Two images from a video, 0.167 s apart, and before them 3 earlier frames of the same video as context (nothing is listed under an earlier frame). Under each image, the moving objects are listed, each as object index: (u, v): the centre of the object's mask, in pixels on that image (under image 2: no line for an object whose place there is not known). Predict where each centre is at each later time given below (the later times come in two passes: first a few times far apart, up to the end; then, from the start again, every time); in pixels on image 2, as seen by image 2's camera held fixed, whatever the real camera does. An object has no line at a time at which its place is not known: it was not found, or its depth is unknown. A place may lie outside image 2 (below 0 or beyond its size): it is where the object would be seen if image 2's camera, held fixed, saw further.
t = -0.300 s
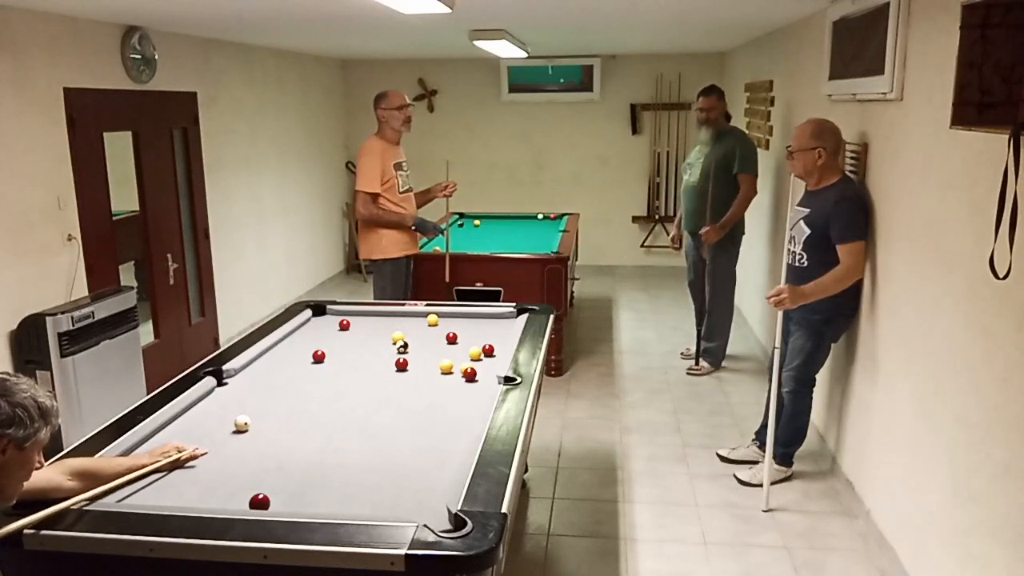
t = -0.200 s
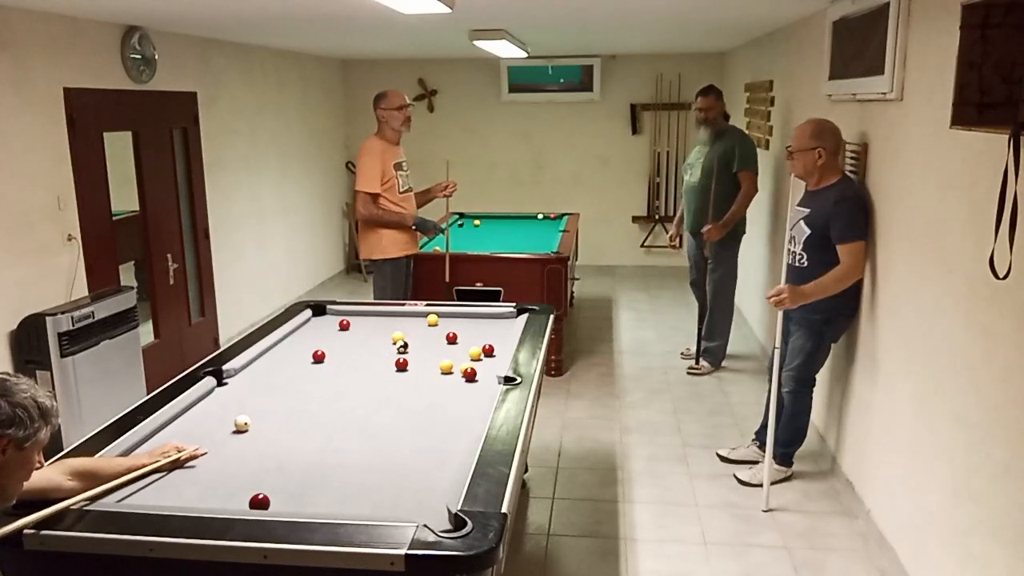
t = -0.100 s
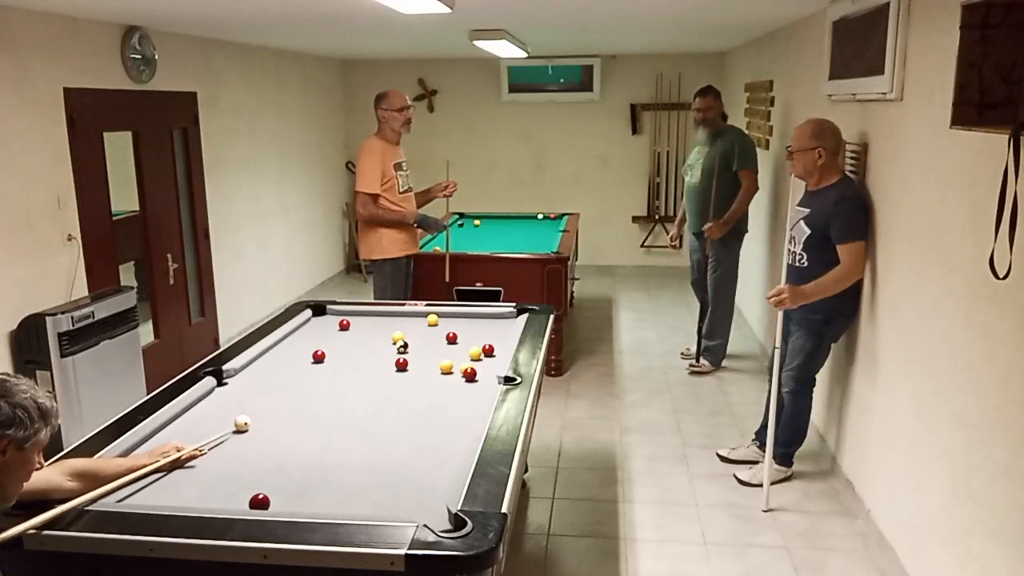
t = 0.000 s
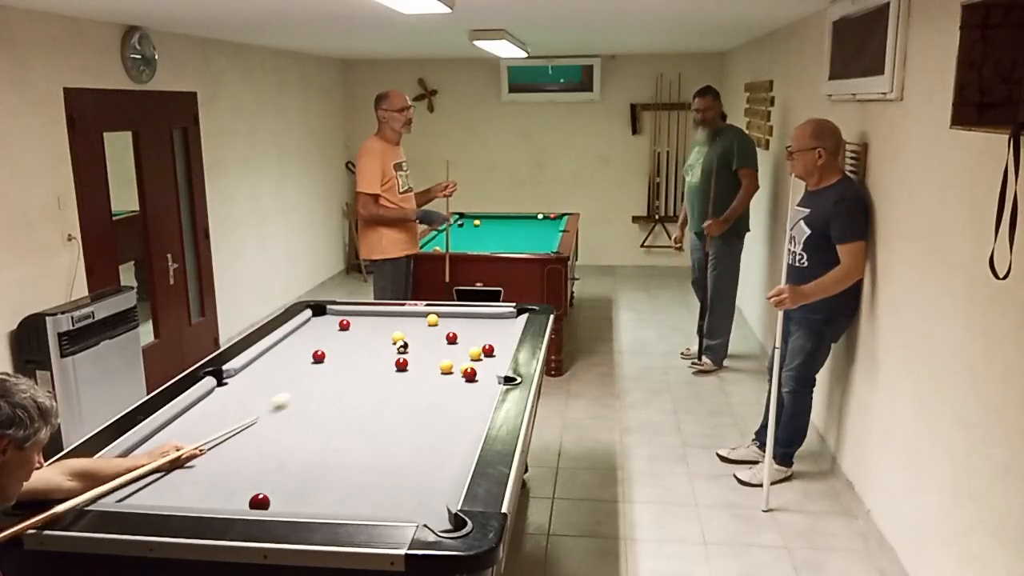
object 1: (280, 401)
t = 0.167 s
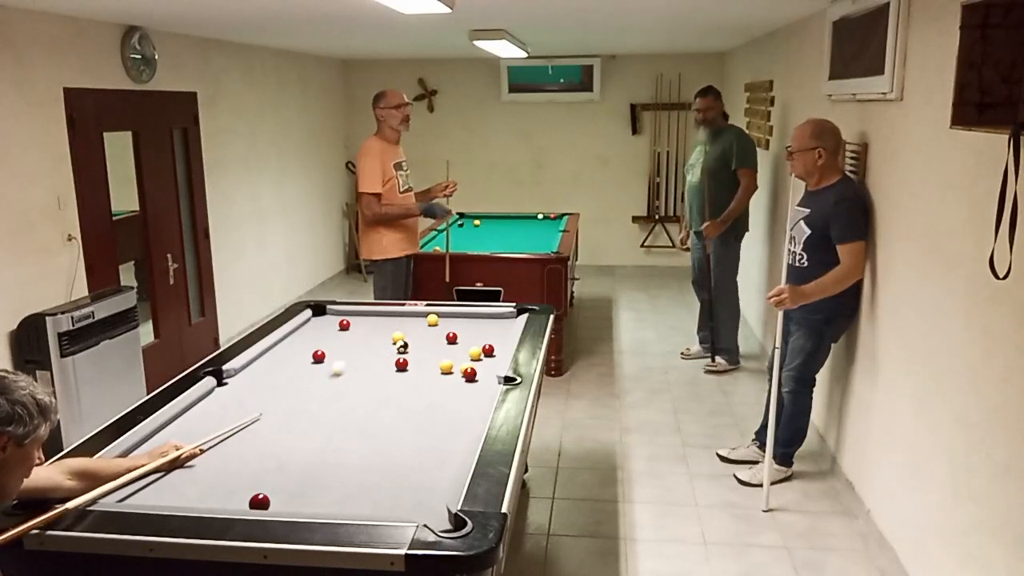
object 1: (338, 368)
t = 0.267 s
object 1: (360, 355)
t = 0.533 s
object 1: (378, 334)
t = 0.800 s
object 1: (369, 323)
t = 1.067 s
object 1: (361, 313)
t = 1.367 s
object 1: (339, 319)
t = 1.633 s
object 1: (321, 325)
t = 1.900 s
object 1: (302, 331)
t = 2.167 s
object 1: (291, 336)
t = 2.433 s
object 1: (291, 340)
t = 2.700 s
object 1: (290, 343)
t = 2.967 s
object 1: (290, 345)
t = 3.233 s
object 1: (290, 347)
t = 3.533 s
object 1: (290, 348)
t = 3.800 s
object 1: (290, 348)
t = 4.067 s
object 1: (290, 348)
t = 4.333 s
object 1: (290, 348)
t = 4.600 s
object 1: (290, 348)
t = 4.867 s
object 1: (290, 348)
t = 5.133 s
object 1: (290, 348)
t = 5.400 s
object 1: (290, 348)
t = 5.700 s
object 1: (290, 348)
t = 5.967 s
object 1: (290, 348)
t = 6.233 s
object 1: (290, 348)
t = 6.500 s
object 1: (290, 348)
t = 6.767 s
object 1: (290, 348)
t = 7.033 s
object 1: (290, 348)
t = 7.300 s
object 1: (290, 348)
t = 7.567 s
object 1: (290, 348)
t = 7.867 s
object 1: (290, 348)
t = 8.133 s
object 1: (290, 348)
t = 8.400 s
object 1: (290, 348)
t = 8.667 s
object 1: (290, 348)
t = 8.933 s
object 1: (290, 348)
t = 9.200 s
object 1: (290, 348)
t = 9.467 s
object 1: (290, 348)
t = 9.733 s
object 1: (290, 348)
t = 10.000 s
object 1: (290, 348)
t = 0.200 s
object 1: (346, 363)
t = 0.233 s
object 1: (353, 359)
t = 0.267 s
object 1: (360, 355)
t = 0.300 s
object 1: (366, 351)
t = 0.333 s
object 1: (373, 348)
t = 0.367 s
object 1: (379, 345)
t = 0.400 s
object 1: (385, 341)
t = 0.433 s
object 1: (385, 339)
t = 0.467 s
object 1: (382, 338)
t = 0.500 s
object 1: (380, 336)
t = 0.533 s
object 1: (378, 334)
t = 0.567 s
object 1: (377, 333)
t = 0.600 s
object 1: (376, 331)
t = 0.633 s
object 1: (375, 330)
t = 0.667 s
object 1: (374, 329)
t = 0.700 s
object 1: (373, 327)
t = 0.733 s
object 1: (372, 325)
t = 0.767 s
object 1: (370, 324)
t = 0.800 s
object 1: (369, 323)
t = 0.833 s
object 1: (368, 321)
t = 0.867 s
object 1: (367, 320)
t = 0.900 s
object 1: (367, 318)
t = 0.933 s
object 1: (365, 317)
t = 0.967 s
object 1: (364, 316)
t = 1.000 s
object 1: (363, 315)
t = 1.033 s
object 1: (363, 314)
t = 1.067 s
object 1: (361, 313)
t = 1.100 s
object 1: (359, 314)
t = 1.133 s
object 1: (357, 314)
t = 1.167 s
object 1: (354, 315)
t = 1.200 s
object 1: (352, 316)
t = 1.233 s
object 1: (350, 316)
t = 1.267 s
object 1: (347, 316)
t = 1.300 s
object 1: (345, 316)
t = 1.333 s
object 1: (341, 317)
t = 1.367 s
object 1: (339, 319)
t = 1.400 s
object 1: (336, 320)
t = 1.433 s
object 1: (335, 321)
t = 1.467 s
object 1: (333, 322)
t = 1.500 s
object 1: (330, 323)
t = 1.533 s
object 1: (327, 324)
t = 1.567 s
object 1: (325, 325)
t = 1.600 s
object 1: (323, 325)
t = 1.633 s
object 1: (321, 325)
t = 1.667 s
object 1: (318, 327)
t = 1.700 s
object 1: (316, 327)
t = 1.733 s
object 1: (314, 328)
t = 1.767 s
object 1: (311, 329)
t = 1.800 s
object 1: (309, 329)
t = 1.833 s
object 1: (307, 330)
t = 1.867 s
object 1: (305, 331)
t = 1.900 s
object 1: (302, 331)
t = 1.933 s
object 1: (300, 332)
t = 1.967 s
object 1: (298, 333)
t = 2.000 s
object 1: (295, 334)
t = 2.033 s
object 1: (293, 334)
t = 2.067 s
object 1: (291, 335)
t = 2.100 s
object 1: (291, 335)
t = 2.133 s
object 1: (291, 335)
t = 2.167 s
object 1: (291, 336)
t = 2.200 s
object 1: (291, 337)
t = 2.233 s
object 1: (291, 337)
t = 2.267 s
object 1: (291, 337)
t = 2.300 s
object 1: (291, 338)
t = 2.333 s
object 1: (291, 338)
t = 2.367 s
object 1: (291, 339)
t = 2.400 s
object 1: (291, 340)
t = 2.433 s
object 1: (291, 340)
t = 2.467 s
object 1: (291, 340)
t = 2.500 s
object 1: (291, 341)
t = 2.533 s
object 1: (290, 341)
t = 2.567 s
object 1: (290, 341)
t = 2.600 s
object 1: (290, 342)
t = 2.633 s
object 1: (290, 342)
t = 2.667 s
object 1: (290, 343)
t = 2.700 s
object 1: (290, 343)
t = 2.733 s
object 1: (290, 343)
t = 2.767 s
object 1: (290, 344)
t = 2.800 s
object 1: (290, 344)
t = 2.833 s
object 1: (290, 344)
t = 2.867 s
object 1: (290, 344)
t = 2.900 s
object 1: (290, 345)
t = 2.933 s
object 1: (290, 345)
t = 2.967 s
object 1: (290, 345)
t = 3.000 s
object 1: (290, 345)
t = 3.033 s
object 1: (290, 346)
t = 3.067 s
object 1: (290, 346)
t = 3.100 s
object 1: (290, 346)
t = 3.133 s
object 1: (290, 346)
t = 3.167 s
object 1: (290, 346)
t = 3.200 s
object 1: (290, 347)
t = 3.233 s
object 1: (290, 347)
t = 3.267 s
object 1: (290, 347)
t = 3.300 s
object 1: (290, 347)
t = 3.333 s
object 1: (290, 347)
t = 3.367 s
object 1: (290, 347)
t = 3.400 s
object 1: (290, 347)
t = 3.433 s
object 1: (290, 347)
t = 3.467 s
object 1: (290, 348)
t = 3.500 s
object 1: (290, 348)
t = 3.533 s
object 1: (290, 348)
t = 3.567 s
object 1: (290, 348)
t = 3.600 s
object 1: (290, 348)
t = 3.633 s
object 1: (290, 348)
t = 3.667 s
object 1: (290, 348)
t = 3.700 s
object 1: (290, 348)
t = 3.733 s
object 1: (290, 348)
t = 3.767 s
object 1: (290, 348)
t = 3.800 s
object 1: (290, 348)
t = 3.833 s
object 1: (290, 348)
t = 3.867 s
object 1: (290, 348)
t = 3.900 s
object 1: (290, 348)
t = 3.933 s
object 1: (290, 348)
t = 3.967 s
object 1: (290, 348)
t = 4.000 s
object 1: (290, 348)
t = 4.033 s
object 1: (290, 348)
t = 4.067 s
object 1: (290, 348)
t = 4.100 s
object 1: (290, 348)
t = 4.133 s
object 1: (290, 348)
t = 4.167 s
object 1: (290, 348)
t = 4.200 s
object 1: (290, 348)
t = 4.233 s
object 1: (290, 348)
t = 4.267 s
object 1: (290, 348)
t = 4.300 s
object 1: (290, 348)
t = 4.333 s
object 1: (290, 348)
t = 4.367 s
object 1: (290, 348)
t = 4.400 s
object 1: (290, 348)
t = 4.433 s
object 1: (290, 348)
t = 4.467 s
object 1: (290, 348)
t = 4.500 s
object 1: (290, 348)
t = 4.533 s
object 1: (290, 348)
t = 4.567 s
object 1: (290, 348)
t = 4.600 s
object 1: (290, 348)
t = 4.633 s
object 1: (290, 348)
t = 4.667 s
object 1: (290, 348)
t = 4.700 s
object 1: (290, 348)
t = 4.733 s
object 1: (290, 348)
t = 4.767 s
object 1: (290, 348)
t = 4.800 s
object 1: (290, 348)
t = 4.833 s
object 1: (290, 348)
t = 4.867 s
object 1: (290, 348)
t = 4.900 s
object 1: (290, 348)
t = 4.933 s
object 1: (290, 348)
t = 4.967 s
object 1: (290, 348)
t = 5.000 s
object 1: (290, 348)
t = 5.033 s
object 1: (290, 348)
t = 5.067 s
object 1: (290, 348)
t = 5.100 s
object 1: (290, 348)
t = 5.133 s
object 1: (290, 348)
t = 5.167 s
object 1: (290, 348)
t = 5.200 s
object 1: (290, 348)
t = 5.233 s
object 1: (290, 348)
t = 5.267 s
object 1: (290, 348)
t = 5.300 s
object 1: (290, 348)
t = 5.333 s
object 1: (290, 348)
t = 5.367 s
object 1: (290, 348)
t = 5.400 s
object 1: (290, 348)
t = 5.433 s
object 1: (290, 348)
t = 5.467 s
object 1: (290, 348)
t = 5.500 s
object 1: (290, 348)
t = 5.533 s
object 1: (290, 348)
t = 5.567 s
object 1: (290, 348)
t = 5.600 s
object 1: (290, 348)
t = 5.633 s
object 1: (290, 348)
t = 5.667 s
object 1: (290, 348)
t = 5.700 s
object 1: (290, 348)
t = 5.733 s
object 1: (290, 348)
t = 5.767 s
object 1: (290, 348)
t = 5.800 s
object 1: (290, 348)
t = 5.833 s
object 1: (290, 348)
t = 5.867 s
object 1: (290, 348)
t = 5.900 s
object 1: (290, 348)
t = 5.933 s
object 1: (290, 348)
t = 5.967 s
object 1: (290, 348)
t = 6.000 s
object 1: (290, 348)
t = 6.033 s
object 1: (290, 348)
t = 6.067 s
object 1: (290, 348)
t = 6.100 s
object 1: (290, 348)
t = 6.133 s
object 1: (290, 348)
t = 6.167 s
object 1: (290, 348)
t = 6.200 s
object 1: (290, 348)
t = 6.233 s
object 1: (290, 348)
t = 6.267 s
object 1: (290, 348)
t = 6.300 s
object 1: (290, 348)
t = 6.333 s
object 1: (290, 348)
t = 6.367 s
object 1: (290, 348)
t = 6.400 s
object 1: (290, 348)
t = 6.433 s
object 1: (290, 348)
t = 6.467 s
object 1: (290, 348)
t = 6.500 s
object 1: (290, 348)
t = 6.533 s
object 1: (290, 348)
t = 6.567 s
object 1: (290, 348)
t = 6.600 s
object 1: (290, 348)
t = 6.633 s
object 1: (290, 348)
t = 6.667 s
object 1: (290, 348)
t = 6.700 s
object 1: (290, 348)
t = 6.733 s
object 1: (290, 348)
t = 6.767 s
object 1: (290, 348)
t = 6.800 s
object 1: (290, 348)
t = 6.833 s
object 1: (290, 348)
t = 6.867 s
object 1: (290, 348)
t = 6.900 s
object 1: (290, 348)
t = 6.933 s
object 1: (290, 348)
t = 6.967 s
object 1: (290, 348)
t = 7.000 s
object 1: (290, 348)
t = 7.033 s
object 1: (290, 348)
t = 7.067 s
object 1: (290, 348)
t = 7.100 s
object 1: (290, 348)
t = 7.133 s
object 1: (290, 348)
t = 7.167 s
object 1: (290, 348)
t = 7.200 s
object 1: (290, 348)
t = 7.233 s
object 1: (290, 348)
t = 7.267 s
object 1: (290, 348)
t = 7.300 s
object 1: (290, 348)
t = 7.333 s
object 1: (290, 348)
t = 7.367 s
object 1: (290, 348)
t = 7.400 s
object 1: (290, 348)
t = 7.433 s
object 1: (290, 348)
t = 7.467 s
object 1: (290, 348)
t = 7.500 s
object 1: (290, 348)
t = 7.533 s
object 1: (290, 348)
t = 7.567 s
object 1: (290, 348)
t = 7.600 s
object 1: (290, 348)
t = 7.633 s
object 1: (290, 348)
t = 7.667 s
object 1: (290, 348)
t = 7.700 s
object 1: (290, 348)
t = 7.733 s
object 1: (290, 348)
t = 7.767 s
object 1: (290, 348)
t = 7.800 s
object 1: (290, 348)
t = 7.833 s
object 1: (290, 348)
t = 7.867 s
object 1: (290, 348)
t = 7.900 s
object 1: (290, 348)
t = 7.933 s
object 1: (290, 348)
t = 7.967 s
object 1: (290, 348)
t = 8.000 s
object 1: (290, 348)
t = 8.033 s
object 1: (290, 348)
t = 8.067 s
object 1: (290, 348)
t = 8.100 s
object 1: (290, 348)
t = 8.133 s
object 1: (290, 348)
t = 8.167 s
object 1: (290, 348)
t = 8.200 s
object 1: (290, 348)
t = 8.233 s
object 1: (290, 348)
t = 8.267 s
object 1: (290, 348)
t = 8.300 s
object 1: (290, 348)
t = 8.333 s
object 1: (290, 348)
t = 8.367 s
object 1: (290, 348)
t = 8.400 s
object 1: (290, 348)
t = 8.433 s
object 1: (290, 348)
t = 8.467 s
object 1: (290, 348)
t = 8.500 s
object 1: (290, 348)
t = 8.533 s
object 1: (290, 348)
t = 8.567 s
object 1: (290, 348)
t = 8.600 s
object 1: (290, 348)
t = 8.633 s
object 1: (290, 348)
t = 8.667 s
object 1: (290, 348)
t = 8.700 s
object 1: (290, 348)
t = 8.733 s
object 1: (290, 348)
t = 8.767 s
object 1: (290, 348)
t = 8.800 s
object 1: (290, 348)
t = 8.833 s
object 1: (290, 348)
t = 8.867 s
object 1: (290, 348)
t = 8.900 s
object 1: (290, 348)
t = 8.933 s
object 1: (290, 348)
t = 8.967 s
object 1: (290, 348)
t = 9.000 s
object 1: (290, 348)
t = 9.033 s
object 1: (290, 348)
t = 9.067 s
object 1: (290, 348)
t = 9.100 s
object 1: (290, 348)
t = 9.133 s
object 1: (290, 348)
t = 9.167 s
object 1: (290, 348)
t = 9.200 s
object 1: (290, 348)
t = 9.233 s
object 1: (290, 348)
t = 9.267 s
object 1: (290, 348)
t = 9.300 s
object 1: (290, 348)
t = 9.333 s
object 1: (290, 348)
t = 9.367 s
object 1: (290, 348)
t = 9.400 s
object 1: (290, 348)
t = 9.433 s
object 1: (290, 348)
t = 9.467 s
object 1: (290, 348)
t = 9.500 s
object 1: (290, 348)
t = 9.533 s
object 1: (290, 348)
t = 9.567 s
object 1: (290, 348)
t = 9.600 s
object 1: (290, 348)
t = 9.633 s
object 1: (290, 348)
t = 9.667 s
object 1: (290, 348)
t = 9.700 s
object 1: (290, 348)
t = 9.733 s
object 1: (290, 348)
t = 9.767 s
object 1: (290, 348)
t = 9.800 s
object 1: (290, 348)
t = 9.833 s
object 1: (290, 348)
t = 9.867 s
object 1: (290, 348)
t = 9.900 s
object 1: (290, 348)
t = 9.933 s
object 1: (290, 348)
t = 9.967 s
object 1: (290, 348)
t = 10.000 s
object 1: (290, 348)
